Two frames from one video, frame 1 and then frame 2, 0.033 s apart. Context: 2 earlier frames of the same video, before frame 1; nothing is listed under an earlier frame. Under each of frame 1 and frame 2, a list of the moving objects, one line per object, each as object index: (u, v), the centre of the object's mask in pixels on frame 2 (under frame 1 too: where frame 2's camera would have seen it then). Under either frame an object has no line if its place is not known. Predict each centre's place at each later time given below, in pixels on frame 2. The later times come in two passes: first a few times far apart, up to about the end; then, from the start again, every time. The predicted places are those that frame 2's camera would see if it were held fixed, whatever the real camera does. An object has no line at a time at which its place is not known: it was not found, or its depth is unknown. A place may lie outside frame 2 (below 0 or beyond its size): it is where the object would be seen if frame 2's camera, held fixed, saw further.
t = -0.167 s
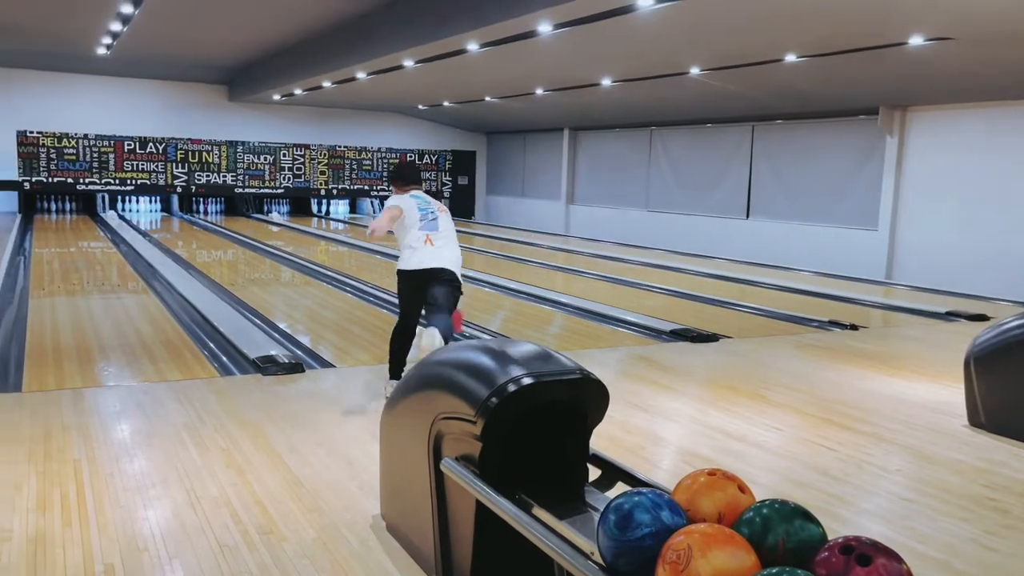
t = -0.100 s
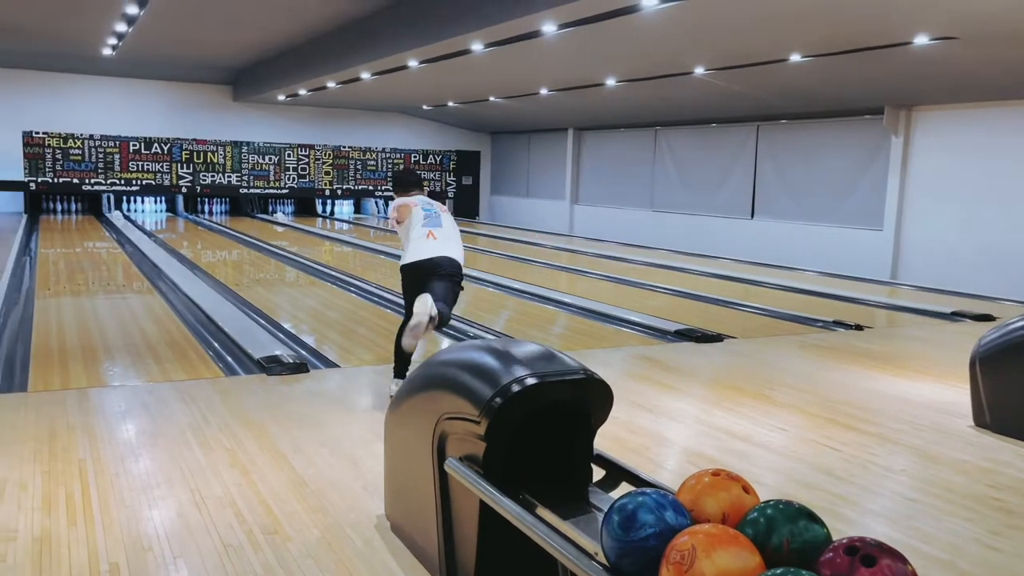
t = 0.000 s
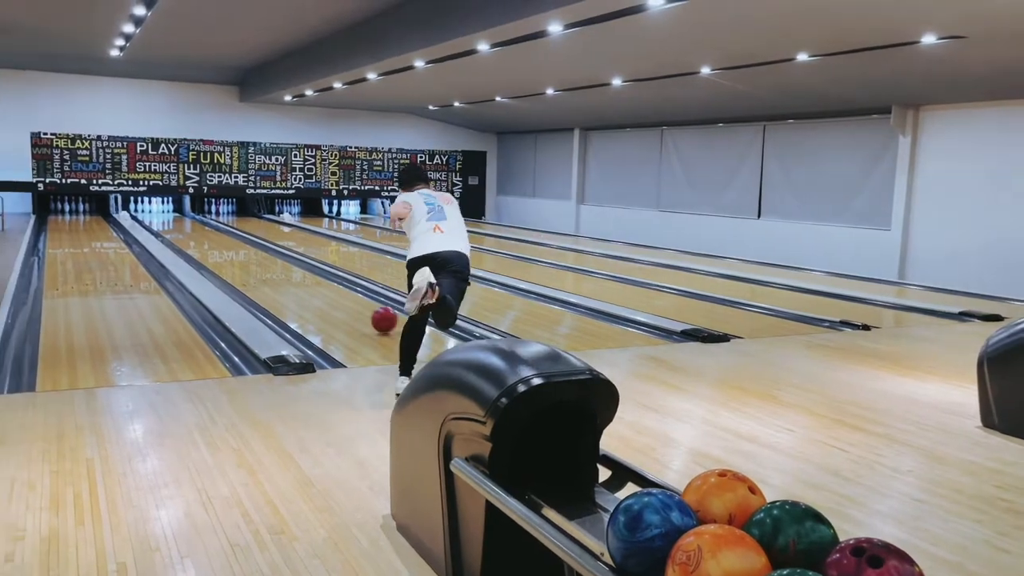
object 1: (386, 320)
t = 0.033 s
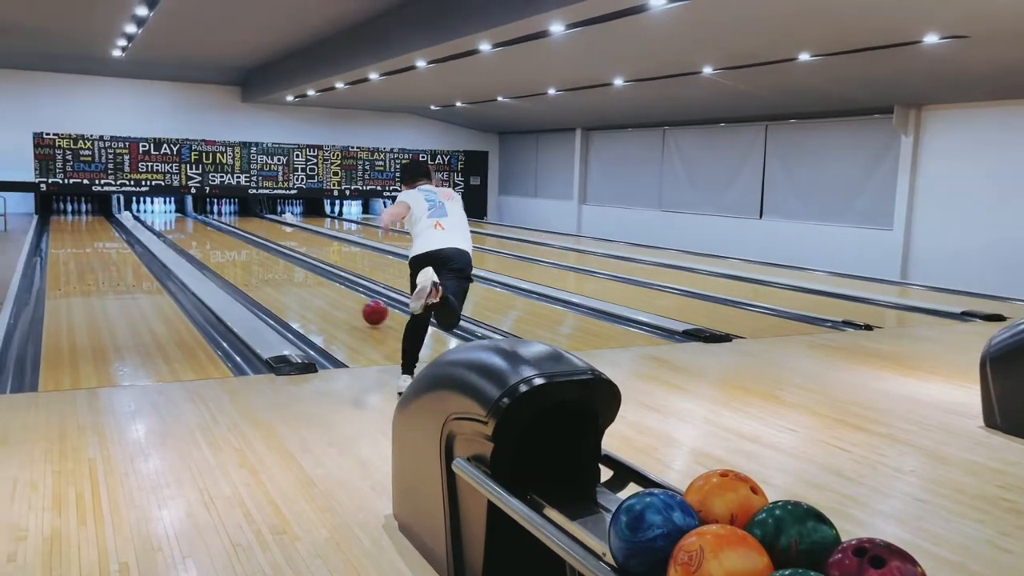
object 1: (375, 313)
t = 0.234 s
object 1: (322, 287)
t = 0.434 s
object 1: (285, 268)
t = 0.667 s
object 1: (255, 252)
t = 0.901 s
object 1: (233, 240)
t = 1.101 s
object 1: (217, 232)
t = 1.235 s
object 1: (209, 228)
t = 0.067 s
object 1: (365, 307)
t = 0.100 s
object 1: (355, 304)
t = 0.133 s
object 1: (345, 300)
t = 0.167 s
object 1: (337, 295)
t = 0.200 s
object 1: (329, 291)
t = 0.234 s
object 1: (322, 287)
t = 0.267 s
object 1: (315, 283)
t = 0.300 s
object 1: (309, 280)
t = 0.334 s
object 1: (302, 276)
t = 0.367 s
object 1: (297, 273)
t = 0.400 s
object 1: (291, 271)
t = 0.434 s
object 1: (285, 268)
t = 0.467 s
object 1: (280, 265)
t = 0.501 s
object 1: (276, 263)
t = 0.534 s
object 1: (271, 260)
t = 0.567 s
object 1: (267, 258)
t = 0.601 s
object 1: (263, 256)
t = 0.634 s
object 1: (259, 254)
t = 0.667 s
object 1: (255, 252)
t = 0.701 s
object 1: (251, 250)
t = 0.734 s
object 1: (248, 248)
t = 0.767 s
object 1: (245, 247)
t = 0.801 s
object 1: (241, 245)
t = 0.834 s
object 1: (239, 243)
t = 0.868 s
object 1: (236, 242)
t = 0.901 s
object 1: (233, 240)
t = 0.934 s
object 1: (229, 239)
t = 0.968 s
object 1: (227, 237)
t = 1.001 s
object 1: (224, 236)
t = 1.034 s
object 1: (222, 235)
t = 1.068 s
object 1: (219, 234)
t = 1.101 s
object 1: (217, 232)
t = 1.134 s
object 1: (215, 231)
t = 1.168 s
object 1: (212, 230)
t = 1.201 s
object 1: (210, 229)
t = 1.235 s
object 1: (209, 228)
